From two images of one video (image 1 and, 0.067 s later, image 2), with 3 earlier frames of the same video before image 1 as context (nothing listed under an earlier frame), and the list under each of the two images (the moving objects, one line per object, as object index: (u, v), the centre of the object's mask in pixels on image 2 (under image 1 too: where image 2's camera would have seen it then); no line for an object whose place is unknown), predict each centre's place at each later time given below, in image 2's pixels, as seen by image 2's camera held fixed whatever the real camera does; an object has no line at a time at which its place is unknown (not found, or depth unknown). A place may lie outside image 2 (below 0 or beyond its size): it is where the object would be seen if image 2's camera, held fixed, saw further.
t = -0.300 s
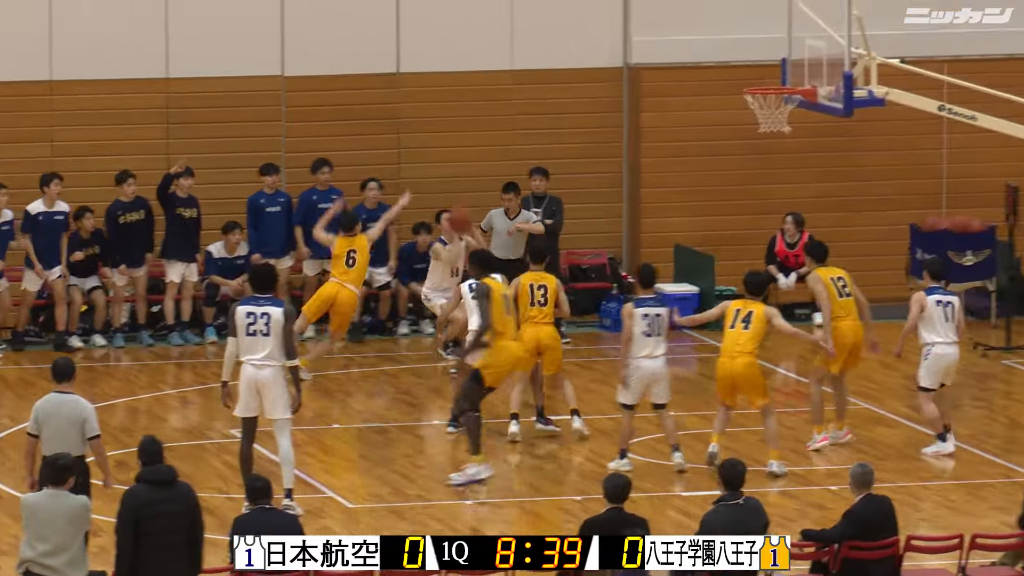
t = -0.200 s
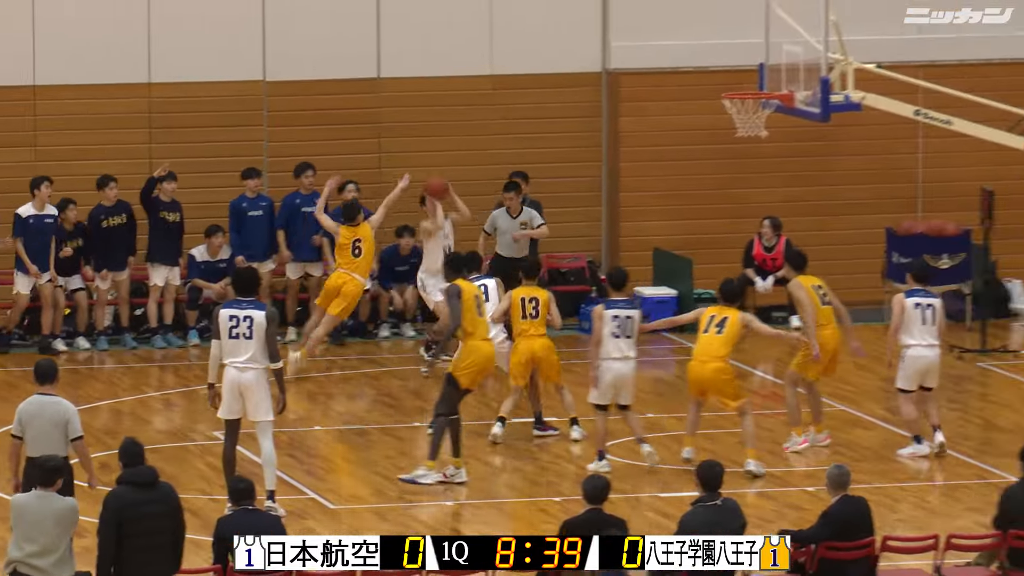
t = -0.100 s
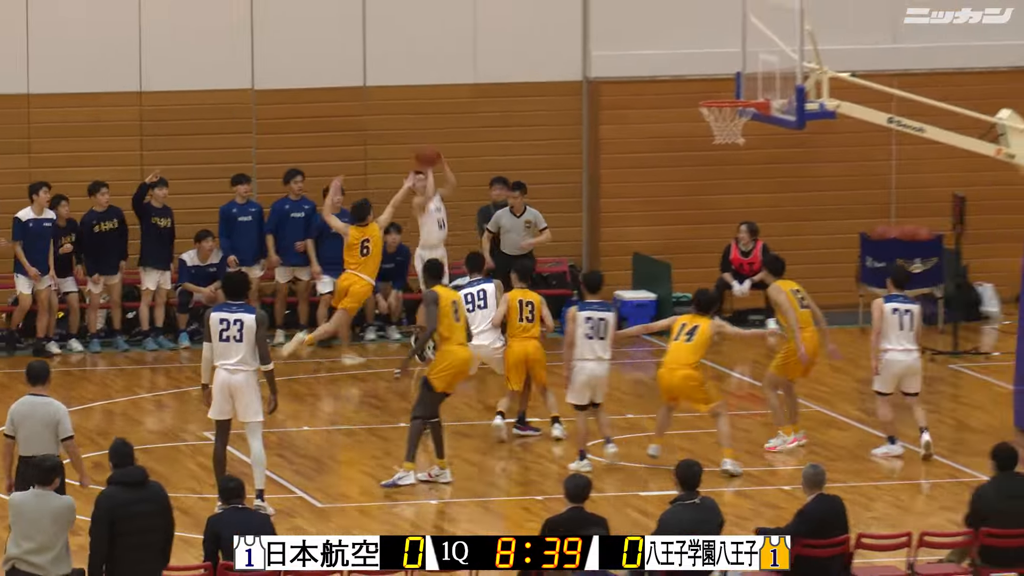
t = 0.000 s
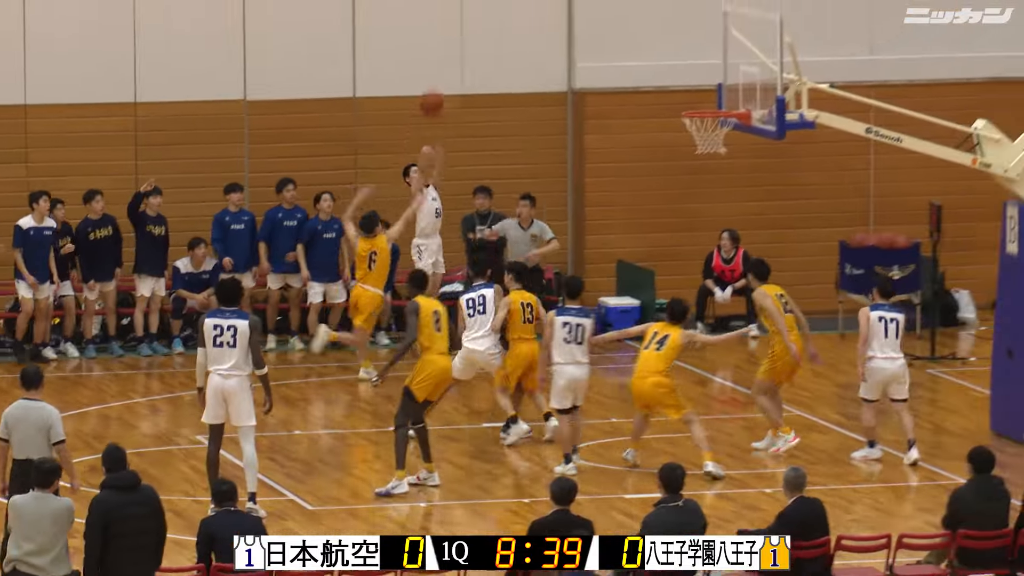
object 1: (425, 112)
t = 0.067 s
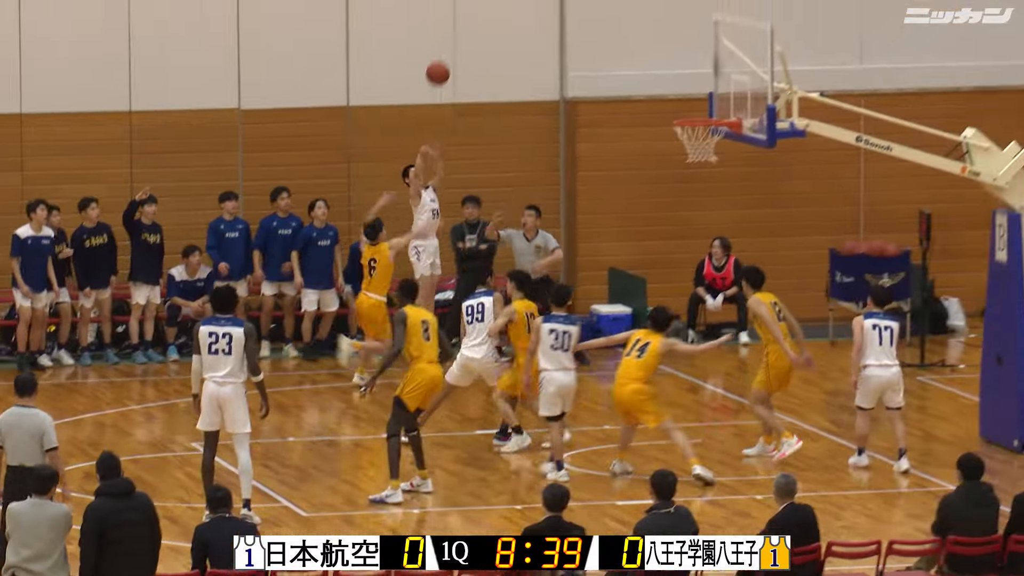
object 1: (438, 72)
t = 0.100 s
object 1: (445, 54)
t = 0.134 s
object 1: (451, 37)
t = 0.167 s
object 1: (458, 21)
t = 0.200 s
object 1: (464, 7)
